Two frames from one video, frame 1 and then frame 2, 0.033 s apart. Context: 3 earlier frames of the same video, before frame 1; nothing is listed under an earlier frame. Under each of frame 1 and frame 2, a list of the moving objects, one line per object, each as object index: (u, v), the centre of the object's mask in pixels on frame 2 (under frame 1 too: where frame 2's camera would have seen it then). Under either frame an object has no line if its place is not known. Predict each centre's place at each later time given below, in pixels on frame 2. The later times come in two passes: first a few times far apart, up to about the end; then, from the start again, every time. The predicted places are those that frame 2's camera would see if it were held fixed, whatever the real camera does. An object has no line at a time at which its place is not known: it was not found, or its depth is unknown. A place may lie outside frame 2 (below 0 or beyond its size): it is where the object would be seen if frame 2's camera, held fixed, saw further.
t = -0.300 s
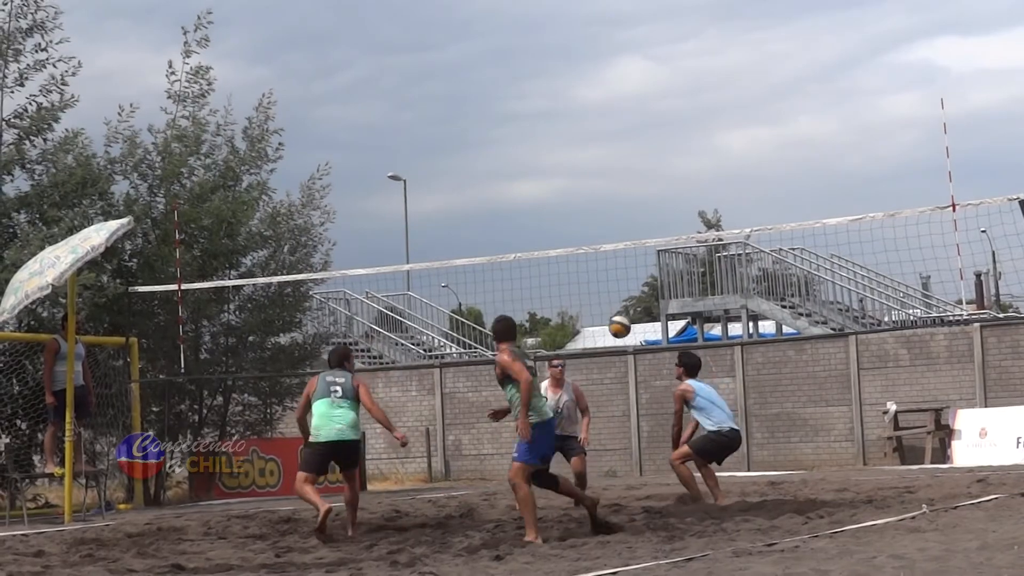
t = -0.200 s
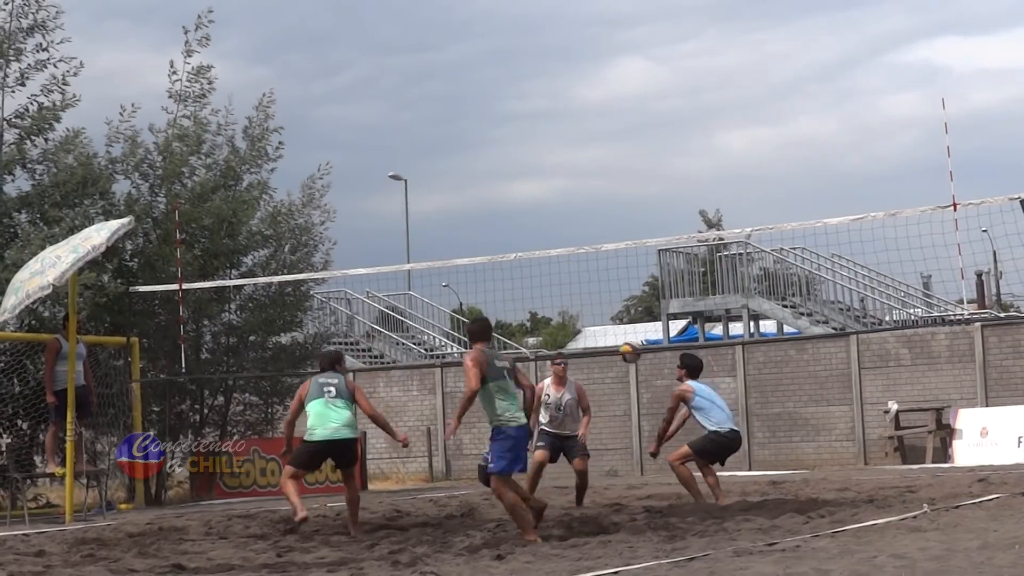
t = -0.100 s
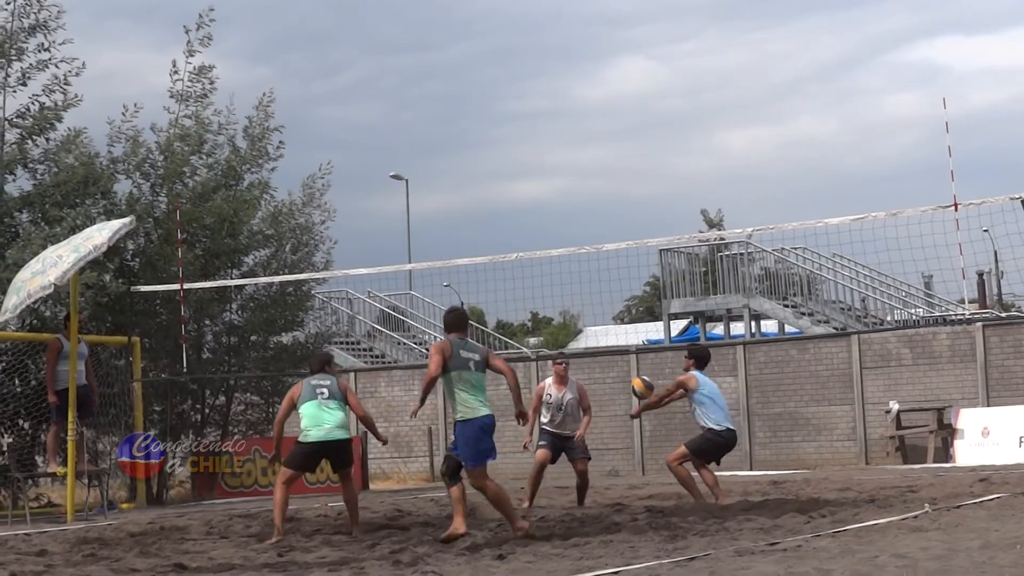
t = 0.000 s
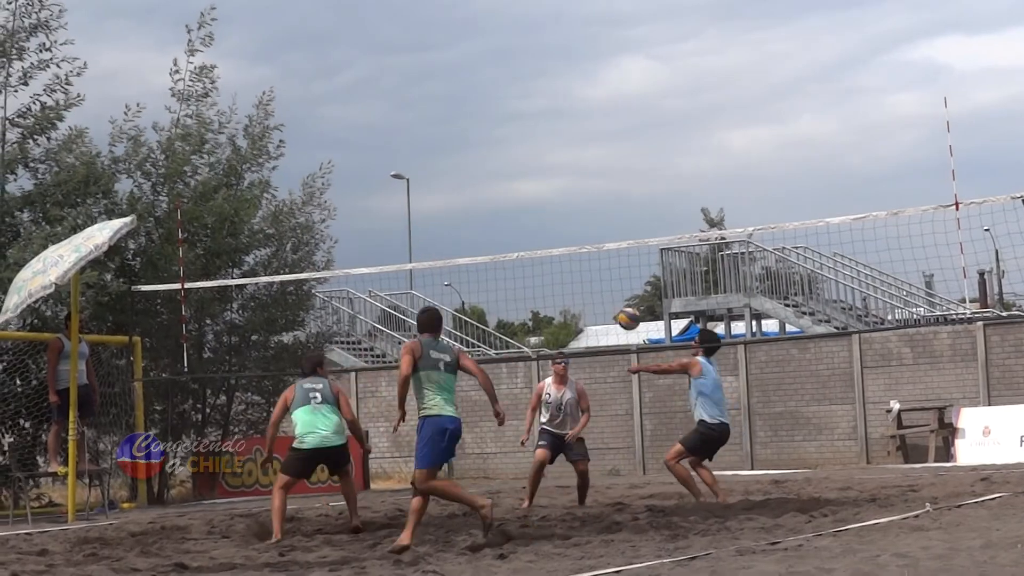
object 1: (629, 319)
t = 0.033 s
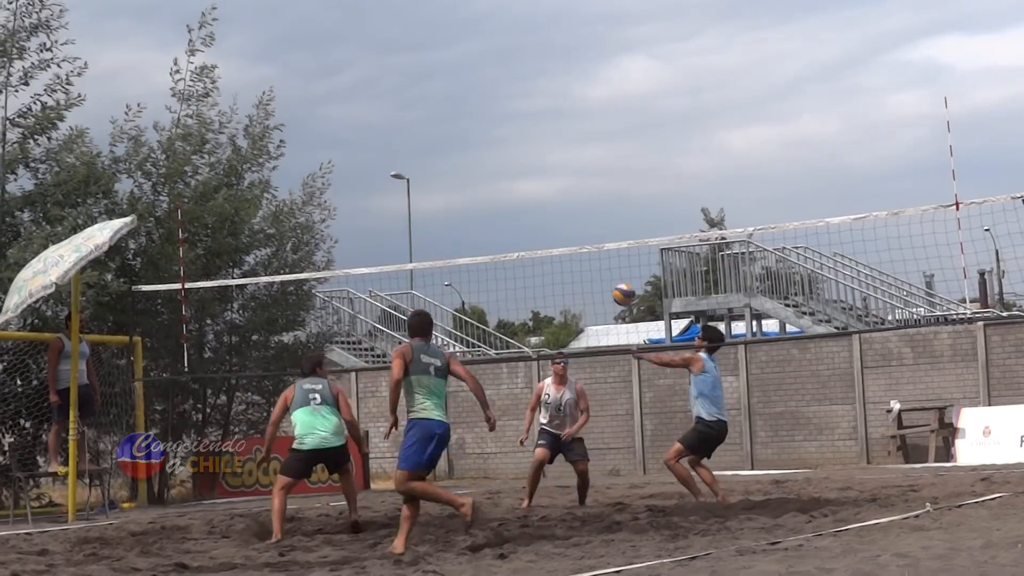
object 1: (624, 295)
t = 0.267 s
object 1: (590, 159)
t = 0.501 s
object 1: (563, 84)
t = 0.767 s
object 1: (538, 67)
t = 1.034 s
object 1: (516, 121)
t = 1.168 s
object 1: (506, 175)
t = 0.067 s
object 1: (618, 271)
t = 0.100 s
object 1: (613, 250)
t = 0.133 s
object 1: (608, 229)
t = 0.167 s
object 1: (604, 209)
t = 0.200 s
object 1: (599, 191)
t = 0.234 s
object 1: (595, 175)
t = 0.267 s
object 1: (590, 159)
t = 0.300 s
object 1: (586, 145)
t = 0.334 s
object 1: (581, 131)
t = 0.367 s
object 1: (578, 120)
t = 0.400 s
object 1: (574, 109)
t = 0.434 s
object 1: (571, 99)
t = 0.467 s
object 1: (567, 91)
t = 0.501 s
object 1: (563, 84)
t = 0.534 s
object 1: (560, 77)
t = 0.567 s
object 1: (556, 73)
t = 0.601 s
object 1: (553, 69)
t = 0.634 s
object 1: (550, 66)
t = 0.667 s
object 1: (547, 65)
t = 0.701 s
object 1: (544, 64)
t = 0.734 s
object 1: (541, 65)
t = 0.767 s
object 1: (538, 67)
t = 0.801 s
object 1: (535, 70)
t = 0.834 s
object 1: (532, 74)
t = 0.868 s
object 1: (529, 79)
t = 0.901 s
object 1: (526, 85)
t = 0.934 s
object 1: (523, 93)
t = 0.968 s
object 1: (521, 101)
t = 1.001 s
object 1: (518, 111)
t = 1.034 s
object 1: (516, 121)
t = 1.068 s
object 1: (514, 133)
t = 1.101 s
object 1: (511, 146)
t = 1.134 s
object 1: (508, 160)
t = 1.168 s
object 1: (506, 175)
